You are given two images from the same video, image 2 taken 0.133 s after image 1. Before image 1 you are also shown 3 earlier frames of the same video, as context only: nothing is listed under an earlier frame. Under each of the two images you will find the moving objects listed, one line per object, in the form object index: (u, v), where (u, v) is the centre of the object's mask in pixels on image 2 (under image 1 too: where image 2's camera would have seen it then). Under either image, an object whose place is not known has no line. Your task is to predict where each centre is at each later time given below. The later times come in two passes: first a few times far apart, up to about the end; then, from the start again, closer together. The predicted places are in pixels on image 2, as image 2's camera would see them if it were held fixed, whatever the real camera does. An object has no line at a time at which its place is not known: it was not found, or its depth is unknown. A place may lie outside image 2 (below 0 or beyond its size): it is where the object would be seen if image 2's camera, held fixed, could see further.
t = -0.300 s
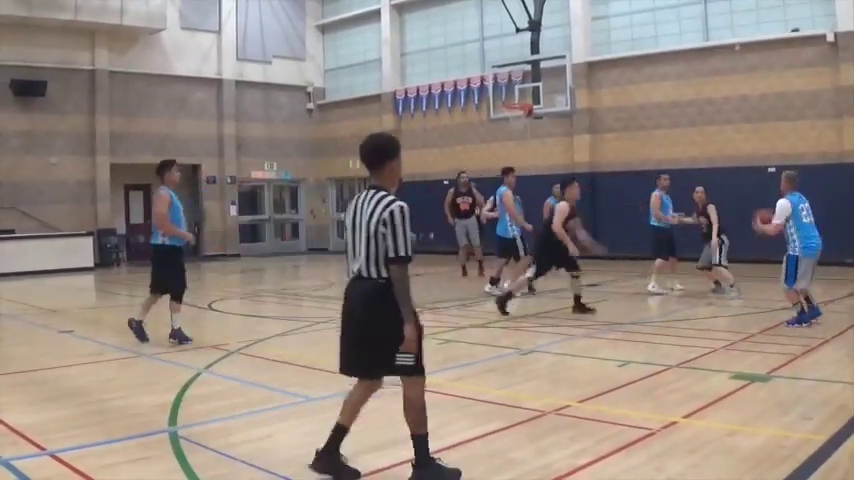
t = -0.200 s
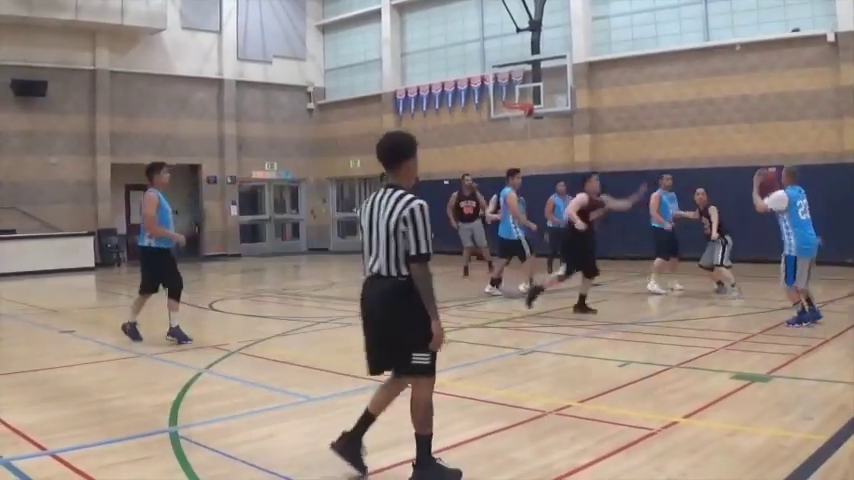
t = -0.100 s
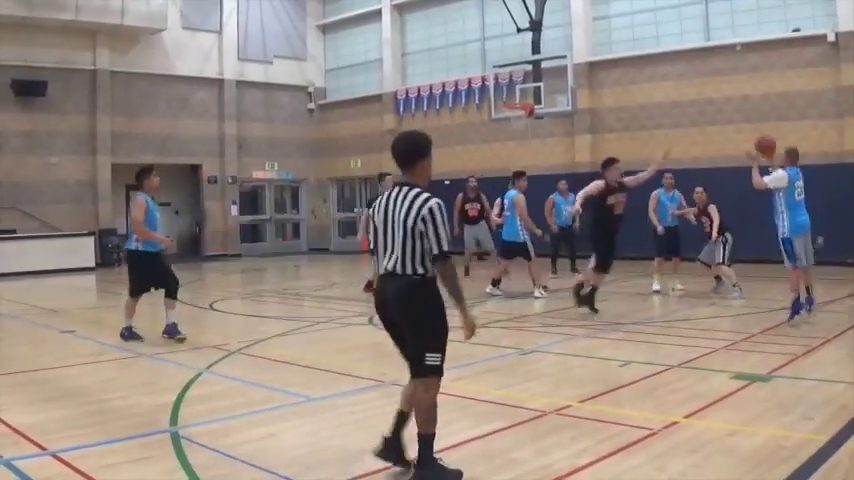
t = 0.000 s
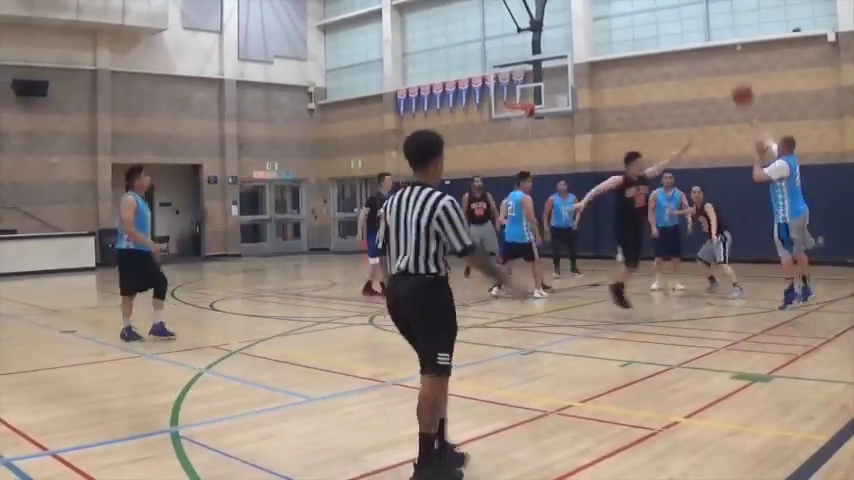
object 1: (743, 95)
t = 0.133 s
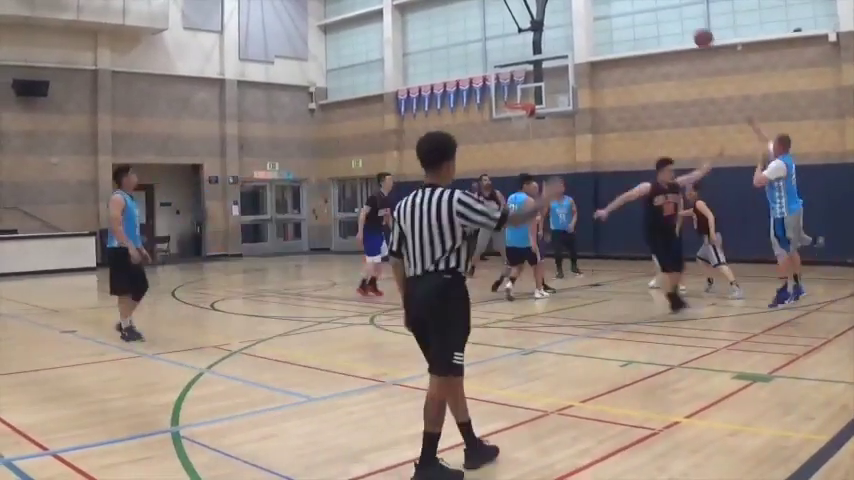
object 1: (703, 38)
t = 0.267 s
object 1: (669, 5)
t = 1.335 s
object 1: (514, 115)
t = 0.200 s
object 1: (686, 18)
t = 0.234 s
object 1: (677, 9)
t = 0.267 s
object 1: (669, 5)
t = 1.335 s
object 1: (514, 115)
